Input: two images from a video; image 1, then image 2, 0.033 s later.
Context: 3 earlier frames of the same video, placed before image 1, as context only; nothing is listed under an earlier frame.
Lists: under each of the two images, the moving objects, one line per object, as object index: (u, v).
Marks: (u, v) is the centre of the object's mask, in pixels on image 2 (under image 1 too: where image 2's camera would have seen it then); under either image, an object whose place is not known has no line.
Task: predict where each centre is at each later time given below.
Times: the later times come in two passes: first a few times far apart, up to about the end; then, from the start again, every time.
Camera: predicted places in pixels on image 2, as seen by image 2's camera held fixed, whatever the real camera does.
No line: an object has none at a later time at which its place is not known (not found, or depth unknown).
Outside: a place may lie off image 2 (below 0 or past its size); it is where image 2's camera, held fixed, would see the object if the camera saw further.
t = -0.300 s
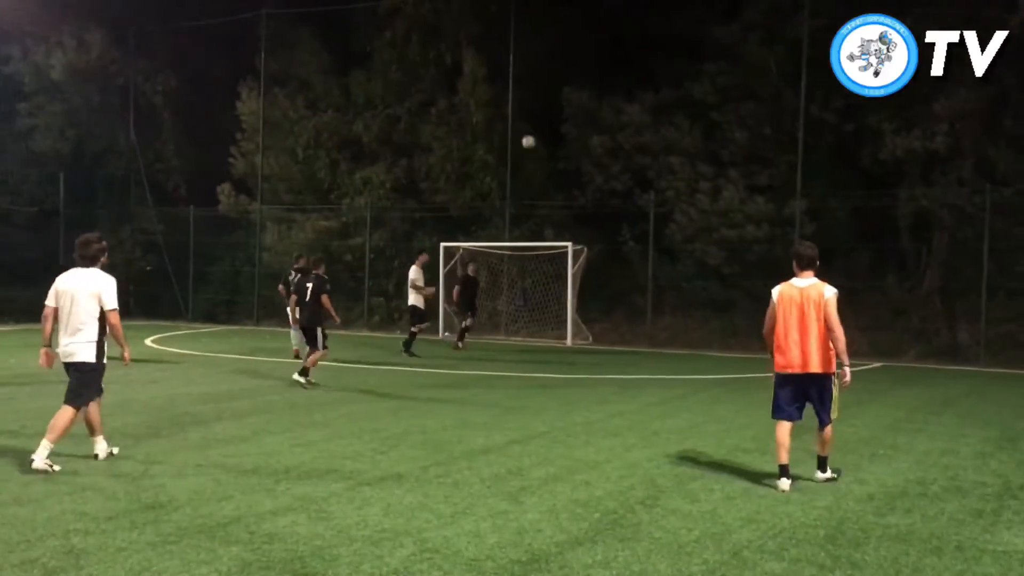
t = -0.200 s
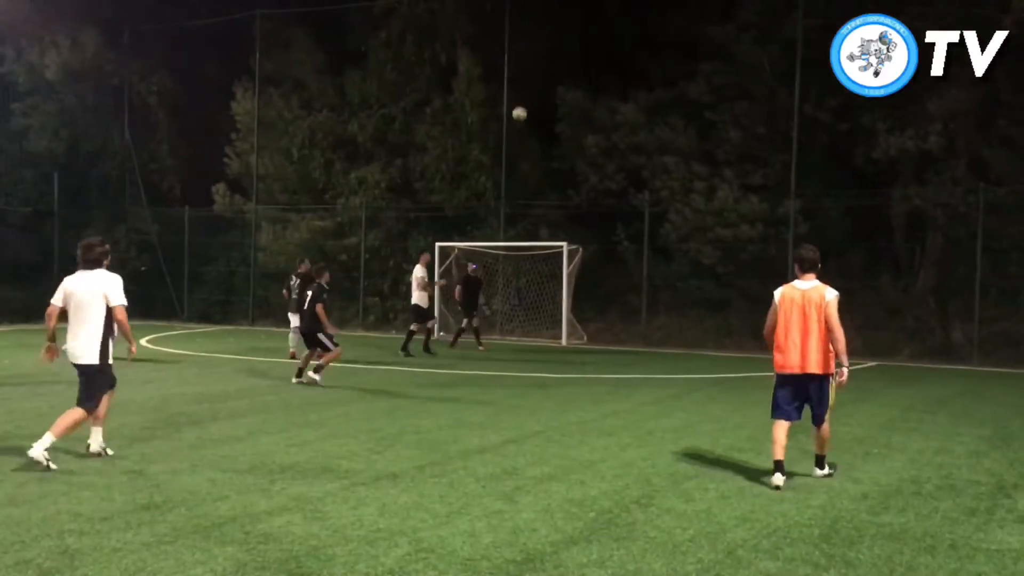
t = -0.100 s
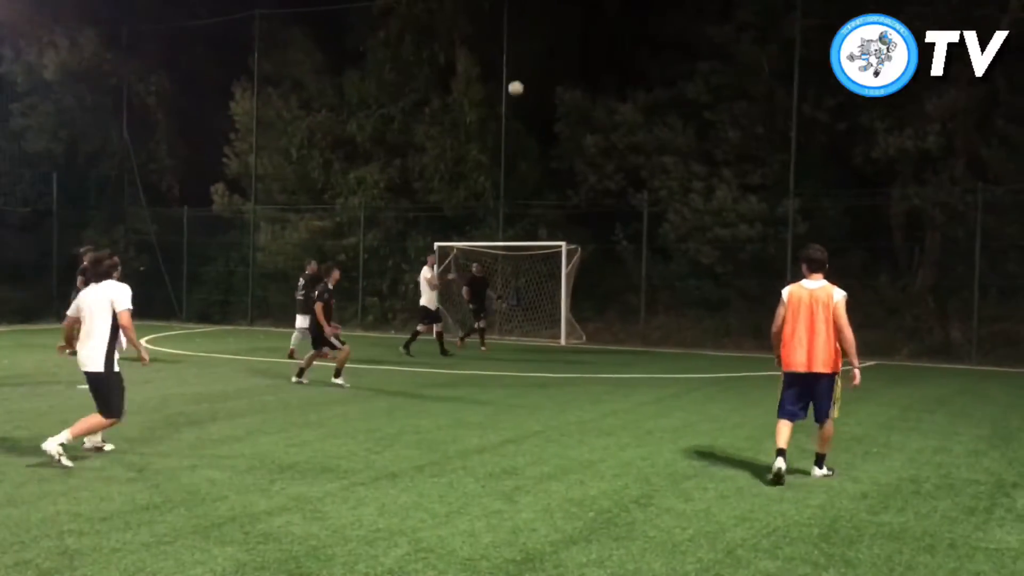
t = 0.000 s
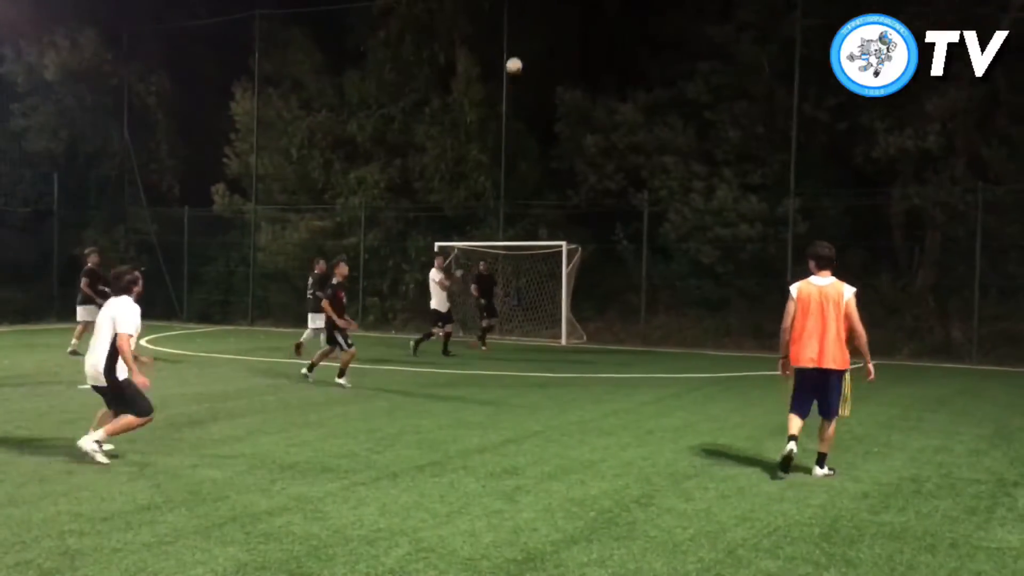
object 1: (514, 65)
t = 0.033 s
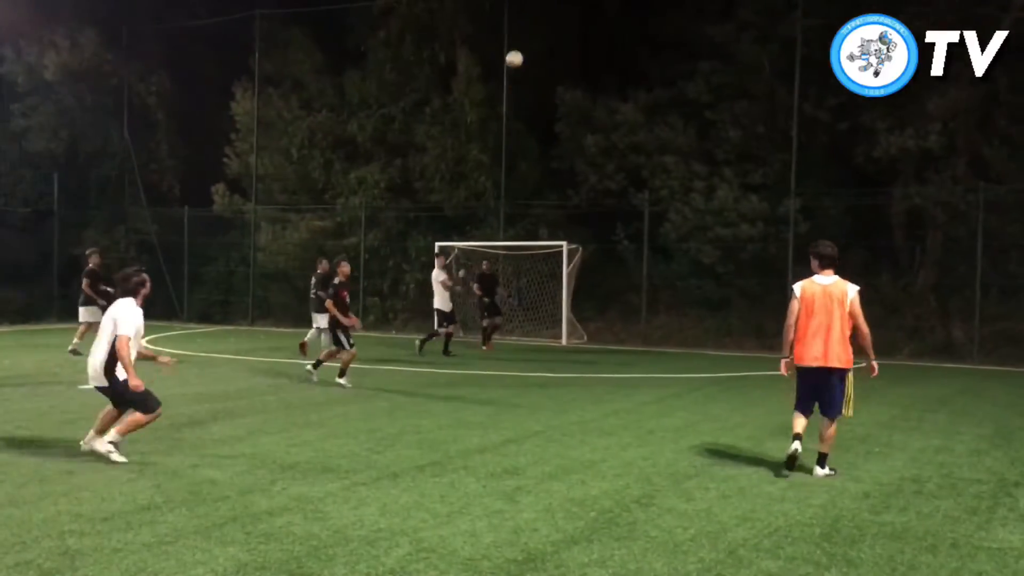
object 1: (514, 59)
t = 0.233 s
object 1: (515, 36)
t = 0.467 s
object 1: (523, 46)
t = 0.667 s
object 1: (545, 121)
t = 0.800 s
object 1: (573, 243)
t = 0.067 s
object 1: (514, 53)
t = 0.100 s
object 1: (514, 51)
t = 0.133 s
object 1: (514, 46)
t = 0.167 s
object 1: (513, 42)
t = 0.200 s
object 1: (514, 38)
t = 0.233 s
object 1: (515, 36)
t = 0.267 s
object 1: (515, 34)
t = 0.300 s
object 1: (515, 33)
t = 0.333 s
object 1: (516, 32)
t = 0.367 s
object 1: (518, 33)
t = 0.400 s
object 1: (520, 36)
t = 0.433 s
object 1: (521, 40)
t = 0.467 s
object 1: (523, 46)
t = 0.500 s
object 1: (526, 52)
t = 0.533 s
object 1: (529, 61)
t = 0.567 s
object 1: (532, 73)
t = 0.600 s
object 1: (535, 86)
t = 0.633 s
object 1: (539, 102)
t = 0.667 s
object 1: (545, 121)
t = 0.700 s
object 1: (551, 144)
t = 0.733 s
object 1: (557, 173)
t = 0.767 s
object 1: (564, 205)
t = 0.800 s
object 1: (573, 243)
